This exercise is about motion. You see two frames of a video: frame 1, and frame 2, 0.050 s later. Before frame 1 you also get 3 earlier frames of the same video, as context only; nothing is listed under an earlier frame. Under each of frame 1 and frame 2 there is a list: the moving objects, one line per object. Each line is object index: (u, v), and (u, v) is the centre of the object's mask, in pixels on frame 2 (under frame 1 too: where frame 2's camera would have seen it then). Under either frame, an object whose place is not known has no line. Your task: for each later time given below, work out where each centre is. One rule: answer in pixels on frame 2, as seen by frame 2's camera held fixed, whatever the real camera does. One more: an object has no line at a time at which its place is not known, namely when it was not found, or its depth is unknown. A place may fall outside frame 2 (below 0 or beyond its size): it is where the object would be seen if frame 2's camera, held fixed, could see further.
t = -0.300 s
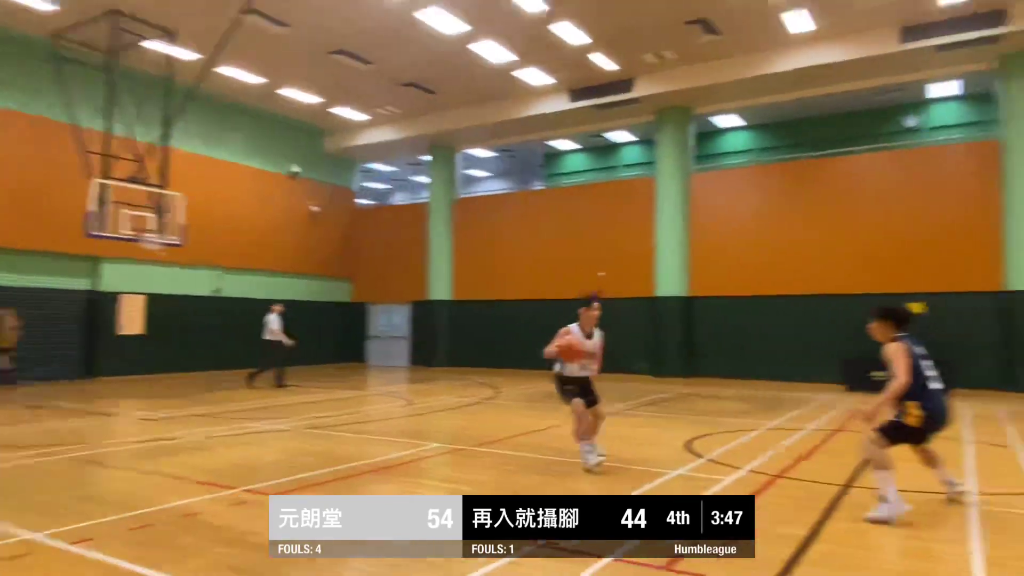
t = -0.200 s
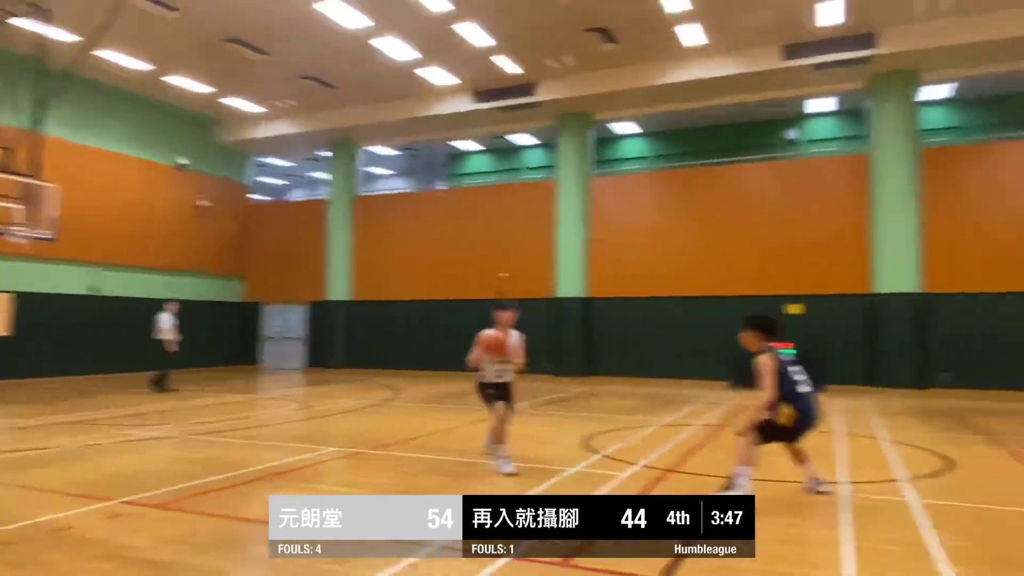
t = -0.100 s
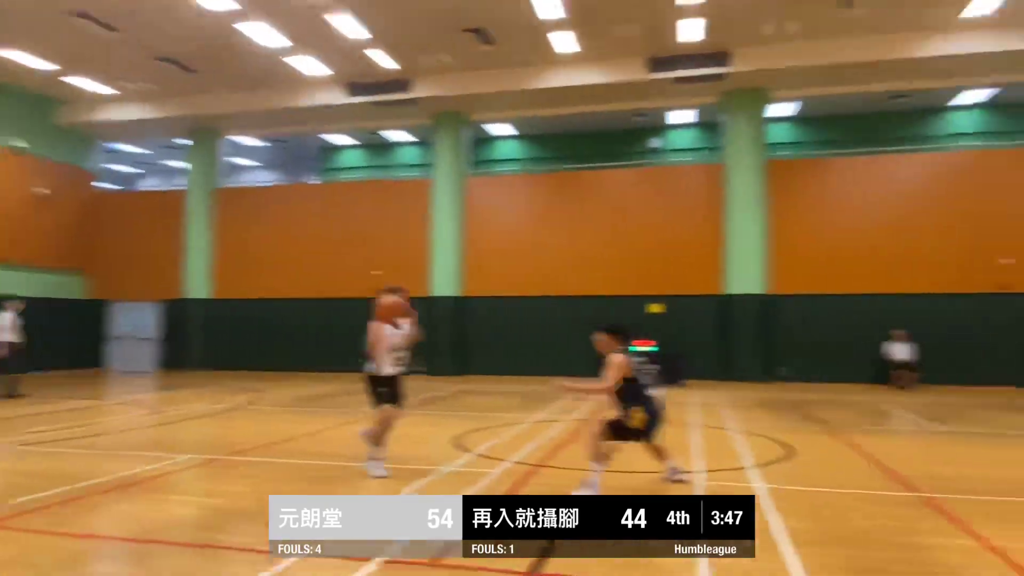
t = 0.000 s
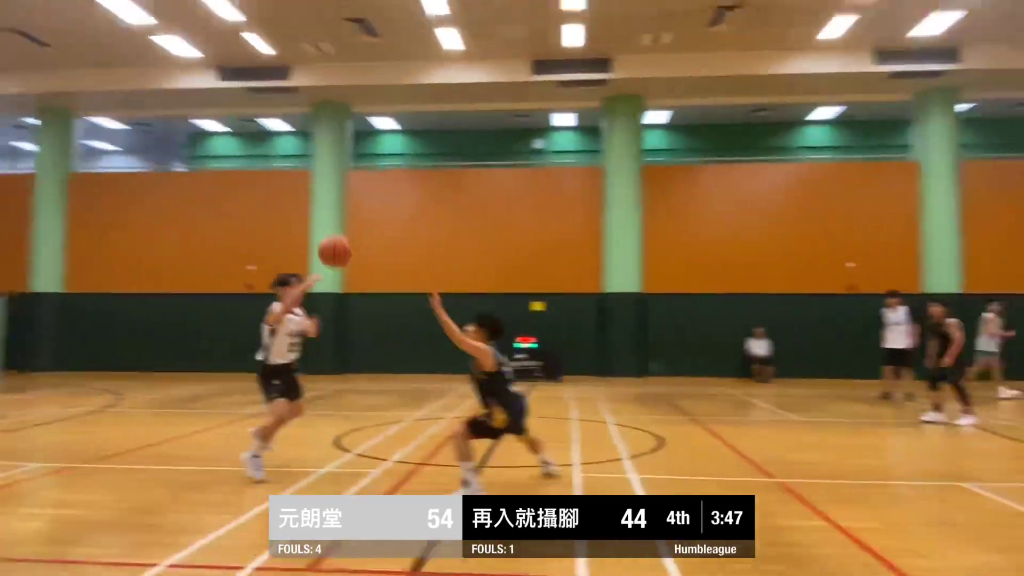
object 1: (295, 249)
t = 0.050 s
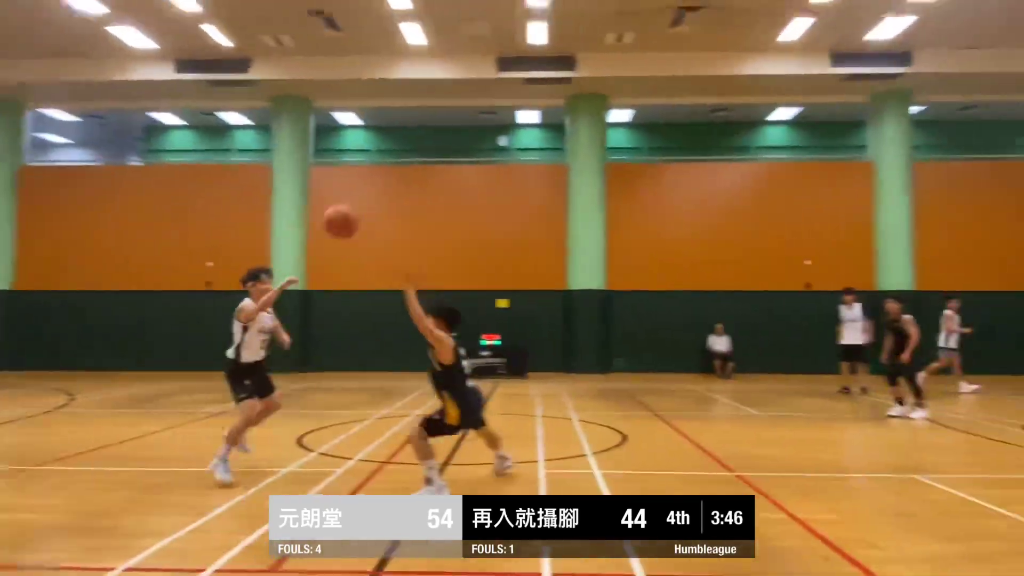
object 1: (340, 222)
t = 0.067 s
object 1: (356, 213)
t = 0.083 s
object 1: (373, 205)
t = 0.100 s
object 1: (390, 197)
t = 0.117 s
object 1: (408, 190)
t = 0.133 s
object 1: (426, 182)
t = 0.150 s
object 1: (443, 175)
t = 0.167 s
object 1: (462, 168)
